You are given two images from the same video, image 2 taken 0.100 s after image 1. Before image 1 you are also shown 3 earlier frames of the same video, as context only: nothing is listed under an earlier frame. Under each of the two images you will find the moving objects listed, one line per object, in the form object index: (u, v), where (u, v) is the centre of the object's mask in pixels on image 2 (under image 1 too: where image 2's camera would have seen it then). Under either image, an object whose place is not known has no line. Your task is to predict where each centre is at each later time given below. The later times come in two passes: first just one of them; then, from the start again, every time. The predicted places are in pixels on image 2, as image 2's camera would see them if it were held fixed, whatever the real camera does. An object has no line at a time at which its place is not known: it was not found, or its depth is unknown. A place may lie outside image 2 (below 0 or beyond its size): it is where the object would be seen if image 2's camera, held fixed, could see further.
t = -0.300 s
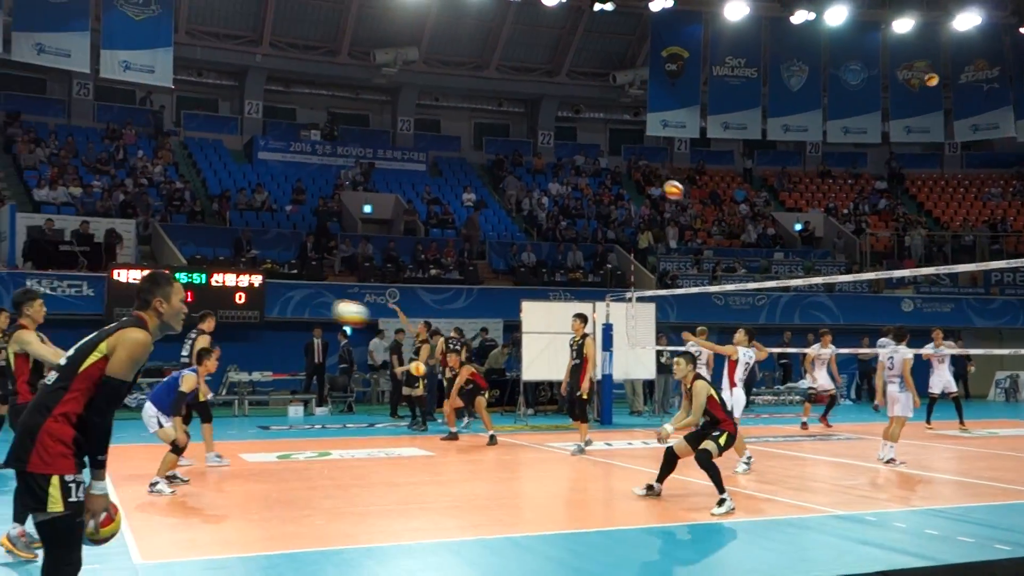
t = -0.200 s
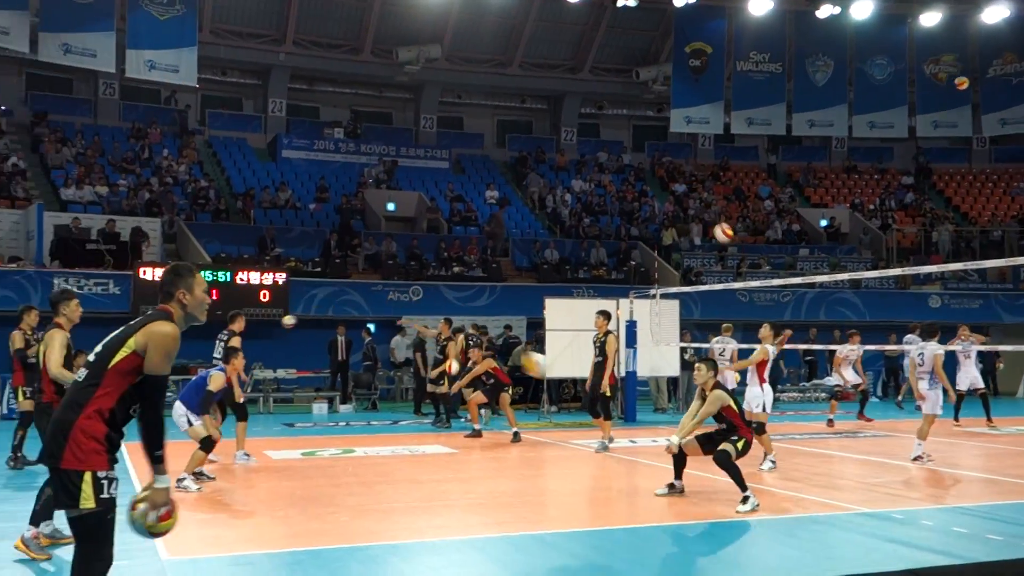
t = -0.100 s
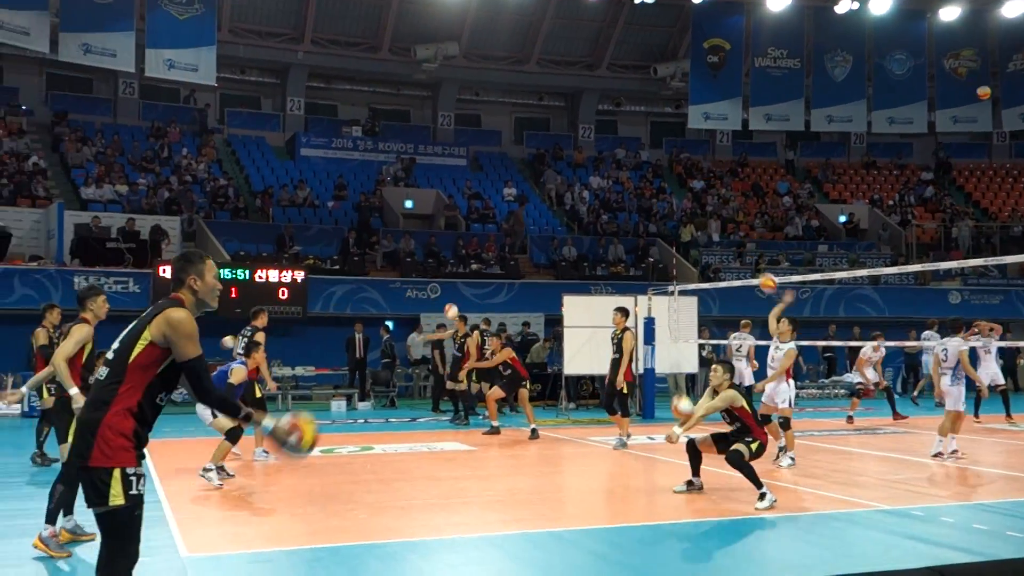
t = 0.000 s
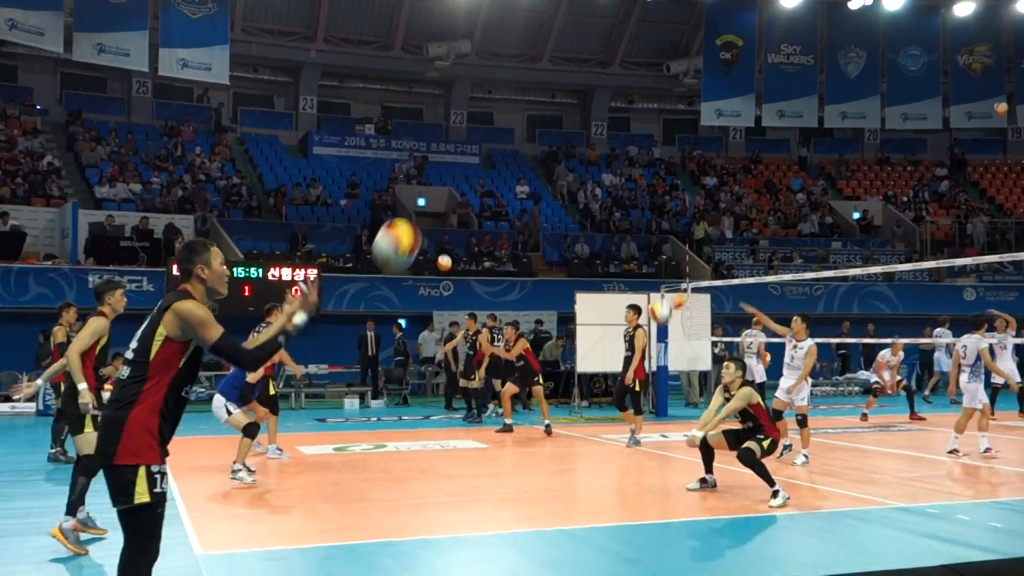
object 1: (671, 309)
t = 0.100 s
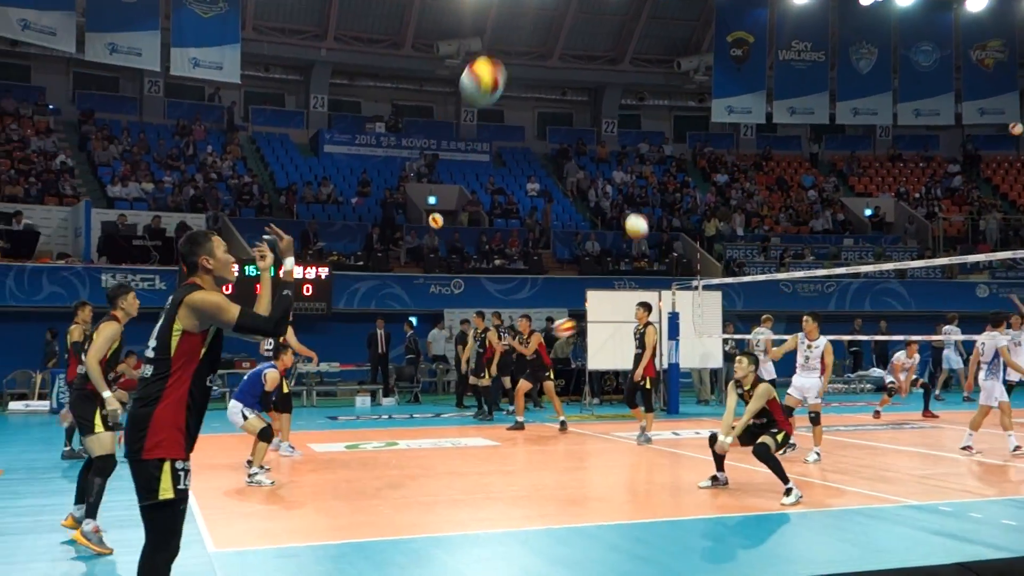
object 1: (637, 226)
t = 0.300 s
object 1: (574, 89)
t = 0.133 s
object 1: (626, 201)
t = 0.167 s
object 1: (616, 176)
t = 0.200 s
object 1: (605, 153)
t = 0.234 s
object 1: (594, 130)
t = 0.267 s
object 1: (585, 109)
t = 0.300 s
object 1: (574, 89)
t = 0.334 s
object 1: (564, 70)
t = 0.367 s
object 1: (554, 52)
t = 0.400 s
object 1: (544, 35)
